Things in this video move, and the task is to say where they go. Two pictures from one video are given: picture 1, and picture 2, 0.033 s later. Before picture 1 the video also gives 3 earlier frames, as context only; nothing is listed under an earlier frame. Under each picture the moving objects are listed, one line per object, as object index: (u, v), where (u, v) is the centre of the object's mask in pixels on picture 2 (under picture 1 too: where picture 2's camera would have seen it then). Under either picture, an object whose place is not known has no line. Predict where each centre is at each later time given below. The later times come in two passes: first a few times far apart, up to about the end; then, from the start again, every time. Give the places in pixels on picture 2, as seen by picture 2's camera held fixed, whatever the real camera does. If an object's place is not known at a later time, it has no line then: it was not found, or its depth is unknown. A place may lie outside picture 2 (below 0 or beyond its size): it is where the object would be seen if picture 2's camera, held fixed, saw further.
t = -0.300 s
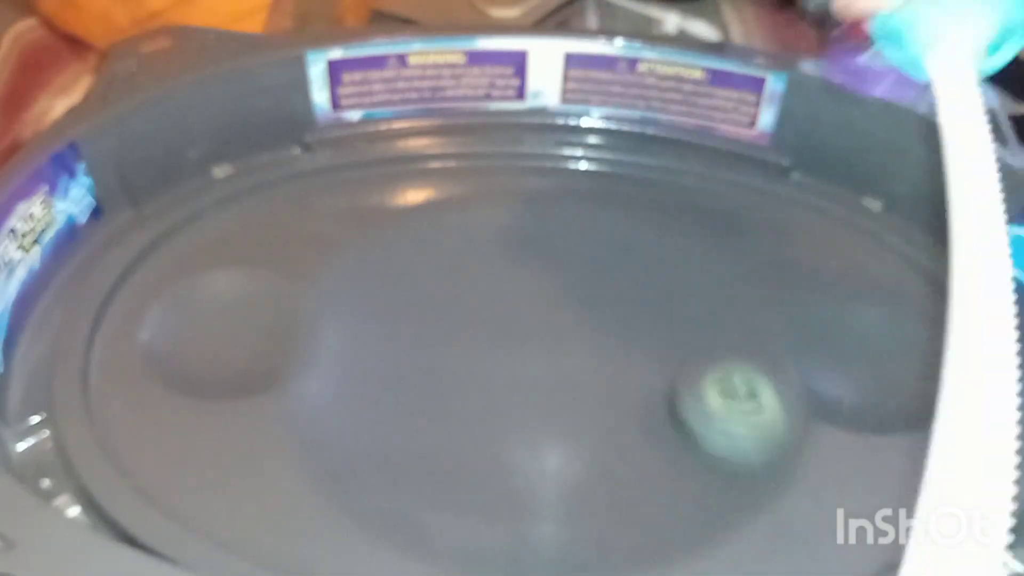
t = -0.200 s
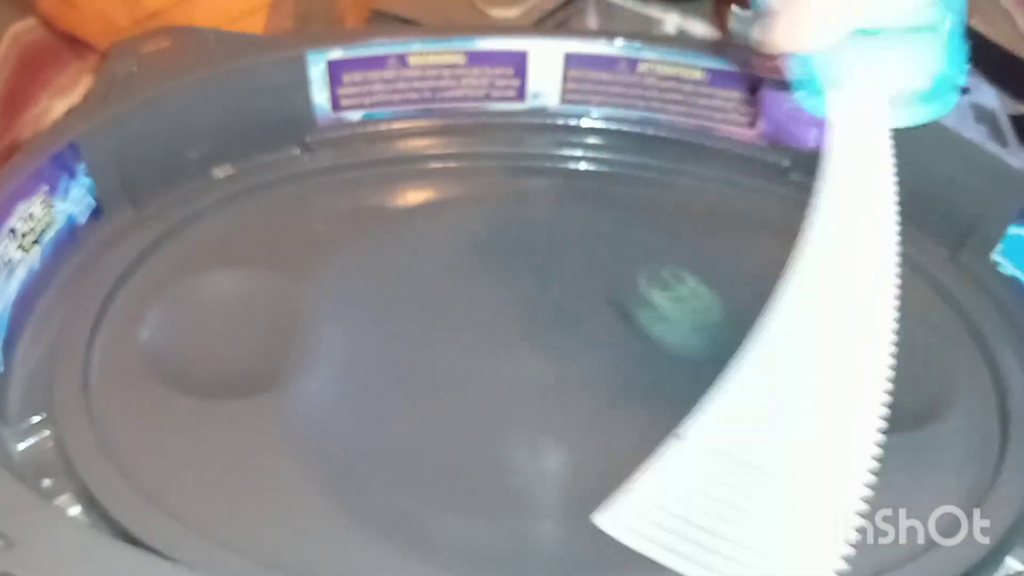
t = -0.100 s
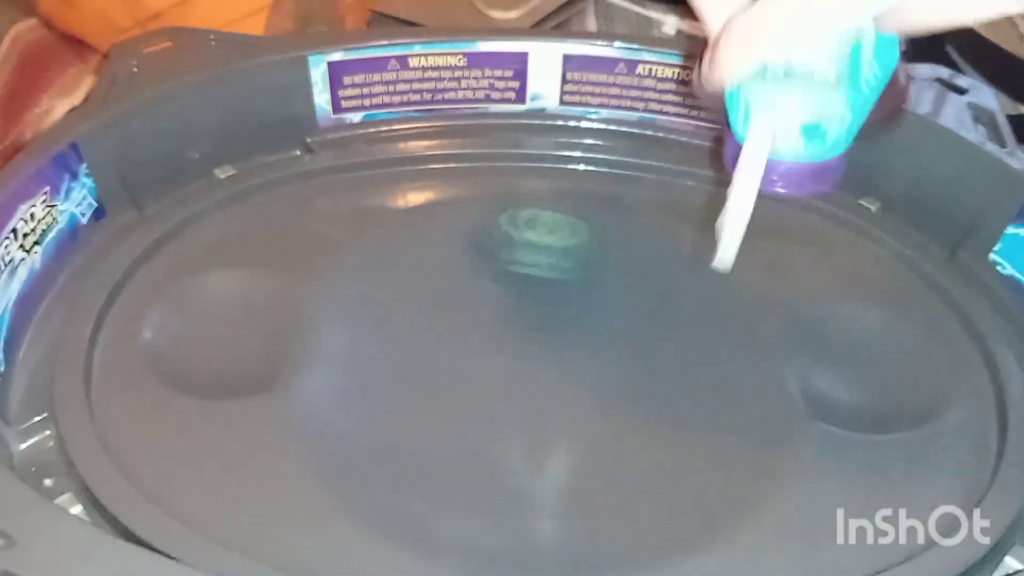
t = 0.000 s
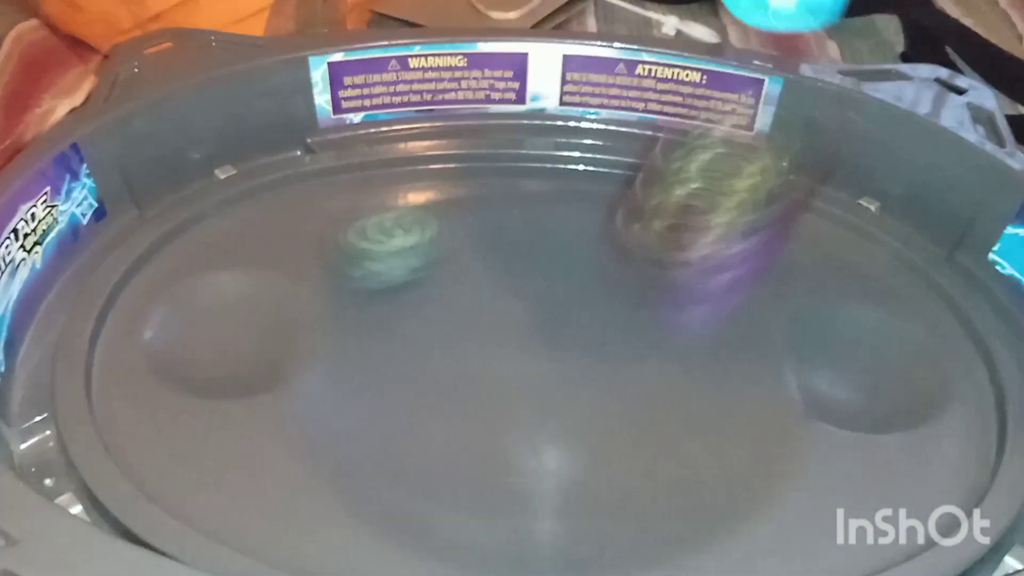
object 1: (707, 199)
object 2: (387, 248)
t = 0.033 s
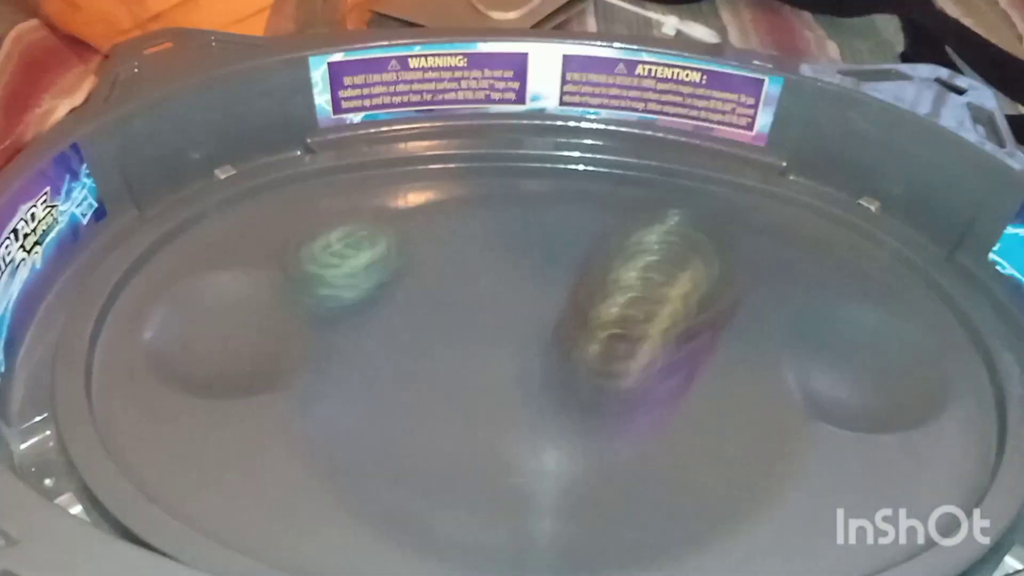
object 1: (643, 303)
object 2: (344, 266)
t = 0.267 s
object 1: (450, 343)
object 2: (137, 422)
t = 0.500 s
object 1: (481, 415)
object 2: (315, 481)
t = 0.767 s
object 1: (727, 333)
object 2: (615, 410)
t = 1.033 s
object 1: (482, 150)
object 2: (442, 259)
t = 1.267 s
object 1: (147, 261)
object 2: (392, 442)
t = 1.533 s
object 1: (425, 508)
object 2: (682, 344)
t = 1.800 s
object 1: (810, 270)
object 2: (441, 230)
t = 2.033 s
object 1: (729, 169)
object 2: (444, 427)
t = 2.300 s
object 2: (720, 323)
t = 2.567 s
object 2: (488, 254)
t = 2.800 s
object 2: (490, 436)
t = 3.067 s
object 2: (744, 359)
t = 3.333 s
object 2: (426, 342)
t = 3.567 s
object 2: (426, 505)
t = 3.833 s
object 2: (480, 526)
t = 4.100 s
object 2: (310, 518)
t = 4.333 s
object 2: (236, 445)
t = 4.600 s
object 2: (134, 362)
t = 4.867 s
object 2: (138, 334)
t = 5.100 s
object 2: (311, 282)
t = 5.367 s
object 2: (374, 364)
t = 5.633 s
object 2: (589, 358)
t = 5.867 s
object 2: (483, 271)
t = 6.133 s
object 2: (467, 332)
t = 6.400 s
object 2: (470, 311)
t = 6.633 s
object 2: (577, 315)
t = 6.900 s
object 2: (598, 255)
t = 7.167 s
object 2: (554, 328)
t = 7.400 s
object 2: (620, 409)
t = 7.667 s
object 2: (704, 418)
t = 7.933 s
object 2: (586, 403)
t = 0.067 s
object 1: (592, 384)
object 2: (295, 297)
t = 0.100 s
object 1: (560, 368)
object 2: (250, 322)
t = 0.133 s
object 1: (528, 362)
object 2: (205, 347)
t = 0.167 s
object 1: (503, 356)
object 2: (154, 377)
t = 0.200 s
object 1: (481, 343)
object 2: (121, 399)
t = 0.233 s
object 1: (465, 345)
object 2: (118, 404)
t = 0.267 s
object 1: (450, 343)
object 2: (137, 422)
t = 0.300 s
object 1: (441, 342)
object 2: (162, 437)
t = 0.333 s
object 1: (435, 349)
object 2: (187, 453)
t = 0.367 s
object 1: (433, 358)
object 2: (207, 464)
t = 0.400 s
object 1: (436, 369)
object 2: (238, 477)
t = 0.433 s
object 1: (444, 382)
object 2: (261, 479)
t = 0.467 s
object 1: (458, 395)
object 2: (292, 483)
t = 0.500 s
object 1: (481, 415)
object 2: (315, 481)
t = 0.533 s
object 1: (514, 431)
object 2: (337, 477)
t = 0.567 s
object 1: (555, 443)
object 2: (366, 476)
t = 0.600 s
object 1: (596, 445)
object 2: (408, 478)
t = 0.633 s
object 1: (631, 436)
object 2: (464, 475)
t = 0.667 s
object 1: (659, 421)
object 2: (522, 472)
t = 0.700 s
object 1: (679, 399)
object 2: (564, 458)
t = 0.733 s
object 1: (711, 369)
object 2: (592, 437)
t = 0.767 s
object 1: (727, 333)
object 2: (615, 410)
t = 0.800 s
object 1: (729, 299)
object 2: (627, 381)
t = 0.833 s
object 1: (716, 267)
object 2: (630, 350)
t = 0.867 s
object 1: (698, 240)
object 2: (618, 320)
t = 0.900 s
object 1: (665, 212)
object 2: (595, 299)
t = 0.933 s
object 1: (630, 191)
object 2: (566, 278)
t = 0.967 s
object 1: (587, 172)
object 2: (526, 267)
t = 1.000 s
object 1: (534, 157)
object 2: (484, 260)
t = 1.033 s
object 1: (482, 150)
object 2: (442, 259)
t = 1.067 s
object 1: (421, 155)
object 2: (402, 268)
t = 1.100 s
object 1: (359, 159)
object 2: (371, 281)
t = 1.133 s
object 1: (308, 167)
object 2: (344, 305)
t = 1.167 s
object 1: (256, 176)
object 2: (328, 337)
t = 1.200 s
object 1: (204, 194)
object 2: (328, 375)
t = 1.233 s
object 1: (173, 226)
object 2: (352, 408)
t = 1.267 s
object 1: (147, 261)
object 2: (392, 442)
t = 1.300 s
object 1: (126, 310)
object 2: (444, 465)
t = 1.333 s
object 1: (143, 361)
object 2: (501, 475)
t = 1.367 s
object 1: (171, 412)
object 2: (551, 471)
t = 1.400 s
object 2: (603, 457)
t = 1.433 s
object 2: (640, 433)
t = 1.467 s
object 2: (665, 406)
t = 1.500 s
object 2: (679, 377)
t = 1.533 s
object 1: (425, 508)
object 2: (682, 344)
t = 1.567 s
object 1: (487, 510)
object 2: (670, 314)
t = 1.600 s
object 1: (558, 507)
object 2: (651, 285)
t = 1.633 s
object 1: (631, 487)
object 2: (625, 261)
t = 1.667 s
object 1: (696, 456)
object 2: (593, 242)
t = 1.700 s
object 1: (743, 415)
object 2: (557, 230)
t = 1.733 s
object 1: (780, 362)
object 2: (520, 224)
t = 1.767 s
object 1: (794, 314)
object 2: (477, 222)
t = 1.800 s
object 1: (810, 270)
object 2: (441, 230)
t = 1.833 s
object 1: (829, 230)
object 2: (410, 247)
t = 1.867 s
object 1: (842, 210)
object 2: (382, 270)
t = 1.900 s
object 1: (837, 198)
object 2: (362, 299)
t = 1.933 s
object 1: (813, 192)
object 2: (361, 336)
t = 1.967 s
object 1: (788, 184)
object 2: (375, 373)
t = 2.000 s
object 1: (758, 177)
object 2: (402, 402)
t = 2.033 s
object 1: (729, 169)
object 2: (444, 427)
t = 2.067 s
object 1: (702, 162)
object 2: (490, 442)
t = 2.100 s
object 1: (674, 157)
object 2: (544, 448)
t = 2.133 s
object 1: (646, 152)
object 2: (598, 444)
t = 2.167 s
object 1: (622, 149)
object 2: (641, 428)
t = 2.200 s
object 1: (596, 149)
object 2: (674, 409)
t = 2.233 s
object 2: (698, 381)
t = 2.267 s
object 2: (714, 351)
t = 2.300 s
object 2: (720, 323)
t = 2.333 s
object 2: (713, 295)
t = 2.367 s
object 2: (692, 270)
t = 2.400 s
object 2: (667, 249)
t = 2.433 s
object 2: (632, 236)
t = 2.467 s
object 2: (595, 230)
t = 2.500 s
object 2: (554, 231)
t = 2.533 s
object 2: (519, 238)
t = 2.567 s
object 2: (488, 254)
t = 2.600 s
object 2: (458, 275)
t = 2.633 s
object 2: (438, 302)
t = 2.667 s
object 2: (427, 331)
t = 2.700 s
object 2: (426, 361)
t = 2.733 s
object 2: (439, 389)
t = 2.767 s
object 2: (459, 416)
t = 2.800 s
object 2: (490, 436)
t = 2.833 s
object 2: (531, 453)
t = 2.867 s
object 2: (575, 461)
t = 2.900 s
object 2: (619, 460)
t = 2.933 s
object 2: (661, 451)
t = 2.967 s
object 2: (693, 434)
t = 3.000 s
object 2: (721, 412)
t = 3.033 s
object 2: (737, 388)
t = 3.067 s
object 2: (744, 359)
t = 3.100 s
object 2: (735, 330)
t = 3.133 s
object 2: (714, 307)
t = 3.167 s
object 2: (682, 293)
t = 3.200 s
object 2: (619, 302)
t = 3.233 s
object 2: (557, 310)
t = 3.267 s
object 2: (504, 318)
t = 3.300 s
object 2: (461, 329)
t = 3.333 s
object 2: (426, 342)
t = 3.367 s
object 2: (397, 360)
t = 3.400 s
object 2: (382, 380)
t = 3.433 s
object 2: (371, 404)
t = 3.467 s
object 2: (370, 429)
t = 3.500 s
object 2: (375, 456)
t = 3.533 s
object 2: (395, 480)
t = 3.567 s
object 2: (426, 505)
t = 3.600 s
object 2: (455, 522)
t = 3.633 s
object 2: (477, 531)
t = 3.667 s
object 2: (495, 538)
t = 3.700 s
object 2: (500, 540)
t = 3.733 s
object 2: (503, 539)
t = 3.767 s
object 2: (500, 535)
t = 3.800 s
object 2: (491, 531)
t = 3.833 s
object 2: (480, 526)
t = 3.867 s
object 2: (463, 526)
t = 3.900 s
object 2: (441, 528)
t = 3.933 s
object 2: (413, 526)
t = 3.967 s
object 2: (384, 525)
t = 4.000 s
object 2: (356, 523)
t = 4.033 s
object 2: (330, 520)
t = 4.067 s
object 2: (313, 520)
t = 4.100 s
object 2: (310, 518)
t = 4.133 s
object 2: (309, 515)
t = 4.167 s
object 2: (304, 508)
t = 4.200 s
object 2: (293, 498)
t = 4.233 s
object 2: (279, 485)
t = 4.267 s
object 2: (267, 474)
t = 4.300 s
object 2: (251, 459)
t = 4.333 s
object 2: (236, 445)
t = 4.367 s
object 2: (226, 434)
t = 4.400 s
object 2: (208, 420)
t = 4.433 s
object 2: (194, 409)
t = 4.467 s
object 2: (183, 399)
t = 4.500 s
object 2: (171, 389)
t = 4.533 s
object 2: (158, 380)
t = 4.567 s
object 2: (145, 371)
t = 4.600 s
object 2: (134, 362)
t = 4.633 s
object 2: (123, 353)
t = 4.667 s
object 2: (118, 348)
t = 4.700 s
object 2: (115, 344)
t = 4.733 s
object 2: (115, 344)
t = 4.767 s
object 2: (117, 345)
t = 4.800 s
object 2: (122, 343)
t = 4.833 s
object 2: (130, 339)
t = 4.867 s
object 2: (138, 334)
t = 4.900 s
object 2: (155, 336)
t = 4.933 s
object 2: (184, 341)
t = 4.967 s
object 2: (217, 344)
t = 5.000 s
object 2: (258, 330)
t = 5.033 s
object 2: (283, 310)
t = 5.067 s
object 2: (297, 296)
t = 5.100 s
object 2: (311, 282)
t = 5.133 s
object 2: (325, 277)
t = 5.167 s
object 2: (348, 283)
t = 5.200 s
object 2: (368, 294)
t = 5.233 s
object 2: (374, 305)
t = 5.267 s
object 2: (363, 311)
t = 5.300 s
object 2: (358, 323)
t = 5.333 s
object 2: (361, 344)
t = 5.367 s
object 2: (374, 364)
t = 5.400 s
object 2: (400, 383)
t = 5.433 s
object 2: (428, 397)
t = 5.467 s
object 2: (463, 403)
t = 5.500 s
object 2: (496, 405)
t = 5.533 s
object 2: (529, 397)
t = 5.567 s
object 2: (554, 388)
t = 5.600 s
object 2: (579, 371)
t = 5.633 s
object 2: (589, 358)
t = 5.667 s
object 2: (568, 342)
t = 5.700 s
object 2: (545, 329)
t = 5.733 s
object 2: (528, 314)
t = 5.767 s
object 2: (518, 300)
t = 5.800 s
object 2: (507, 288)
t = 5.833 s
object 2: (498, 278)
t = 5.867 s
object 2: (483, 271)
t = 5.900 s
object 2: (470, 268)
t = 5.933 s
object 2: (456, 269)
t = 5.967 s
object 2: (444, 277)
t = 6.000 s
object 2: (438, 288)
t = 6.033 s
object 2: (438, 302)
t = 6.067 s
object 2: (447, 321)
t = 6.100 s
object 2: (461, 335)
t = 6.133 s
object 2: (467, 332)
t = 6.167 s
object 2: (459, 315)
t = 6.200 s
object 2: (456, 305)
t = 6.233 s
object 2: (453, 301)
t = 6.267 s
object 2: (452, 299)
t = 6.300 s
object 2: (452, 299)
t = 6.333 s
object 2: (456, 302)
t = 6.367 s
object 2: (462, 307)
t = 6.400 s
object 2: (470, 311)
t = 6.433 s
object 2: (486, 315)
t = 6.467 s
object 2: (501, 318)
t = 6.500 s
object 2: (516, 320)
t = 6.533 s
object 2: (531, 321)
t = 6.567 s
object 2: (546, 320)
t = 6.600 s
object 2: (564, 317)
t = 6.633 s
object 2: (577, 315)
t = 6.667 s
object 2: (587, 310)
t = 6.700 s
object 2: (595, 308)
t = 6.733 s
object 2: (605, 303)
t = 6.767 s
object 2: (610, 296)
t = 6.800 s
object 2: (612, 286)
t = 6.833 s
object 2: (611, 271)
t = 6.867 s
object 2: (605, 263)
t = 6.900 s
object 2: (598, 255)
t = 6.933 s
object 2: (587, 251)
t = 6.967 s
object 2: (578, 253)
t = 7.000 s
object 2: (568, 257)
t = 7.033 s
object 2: (560, 267)
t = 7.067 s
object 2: (554, 280)
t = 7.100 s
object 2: (551, 295)
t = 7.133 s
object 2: (551, 314)
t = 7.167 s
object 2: (554, 328)
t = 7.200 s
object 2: (560, 343)
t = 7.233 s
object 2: (566, 356)
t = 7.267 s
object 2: (577, 372)
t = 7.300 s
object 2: (587, 382)
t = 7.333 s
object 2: (598, 392)
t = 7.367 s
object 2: (609, 401)
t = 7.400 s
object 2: (620, 409)
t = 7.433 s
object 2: (629, 415)
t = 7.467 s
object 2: (641, 419)
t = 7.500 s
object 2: (651, 422)
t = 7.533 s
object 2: (661, 423)
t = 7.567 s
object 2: (670, 423)
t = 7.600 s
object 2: (685, 425)
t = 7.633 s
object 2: (699, 423)
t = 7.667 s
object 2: (704, 418)
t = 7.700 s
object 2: (704, 410)
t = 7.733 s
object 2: (694, 406)
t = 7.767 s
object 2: (682, 405)
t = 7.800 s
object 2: (665, 404)
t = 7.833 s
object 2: (646, 403)
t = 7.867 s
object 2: (627, 403)
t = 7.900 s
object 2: (606, 403)
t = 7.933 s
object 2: (586, 403)
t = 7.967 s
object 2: (567, 403)
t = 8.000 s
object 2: (550, 402)
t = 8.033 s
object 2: (530, 401)
